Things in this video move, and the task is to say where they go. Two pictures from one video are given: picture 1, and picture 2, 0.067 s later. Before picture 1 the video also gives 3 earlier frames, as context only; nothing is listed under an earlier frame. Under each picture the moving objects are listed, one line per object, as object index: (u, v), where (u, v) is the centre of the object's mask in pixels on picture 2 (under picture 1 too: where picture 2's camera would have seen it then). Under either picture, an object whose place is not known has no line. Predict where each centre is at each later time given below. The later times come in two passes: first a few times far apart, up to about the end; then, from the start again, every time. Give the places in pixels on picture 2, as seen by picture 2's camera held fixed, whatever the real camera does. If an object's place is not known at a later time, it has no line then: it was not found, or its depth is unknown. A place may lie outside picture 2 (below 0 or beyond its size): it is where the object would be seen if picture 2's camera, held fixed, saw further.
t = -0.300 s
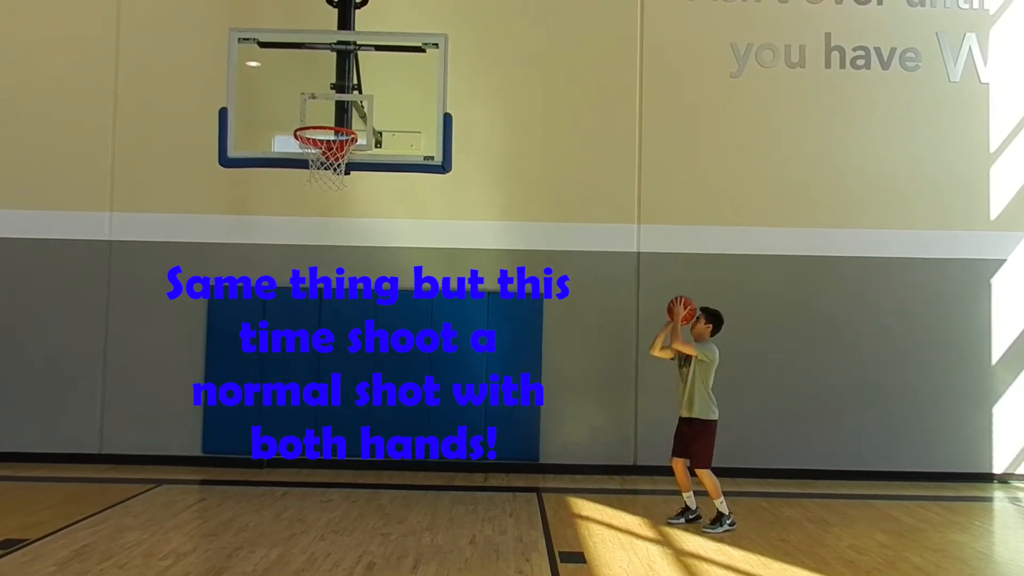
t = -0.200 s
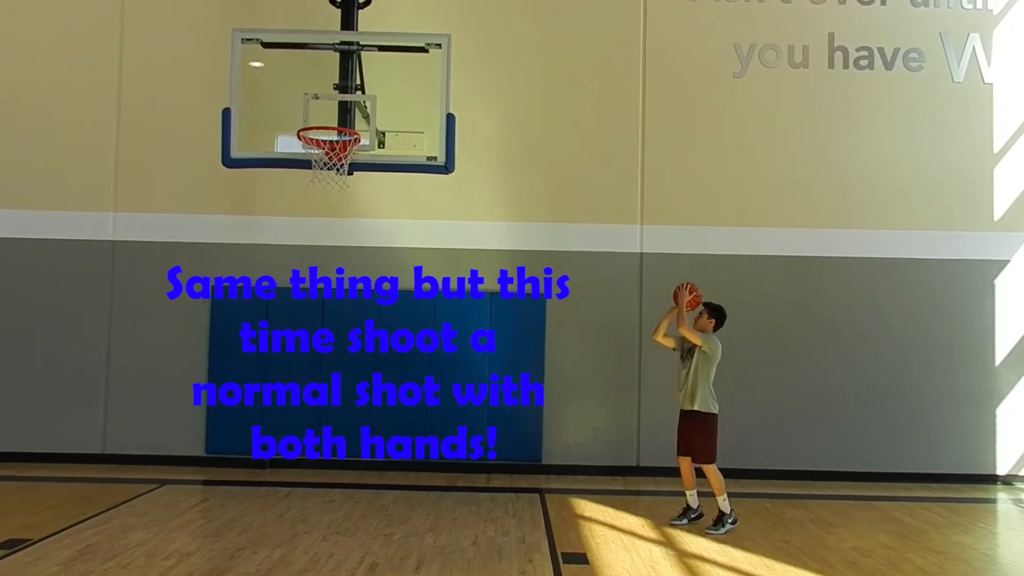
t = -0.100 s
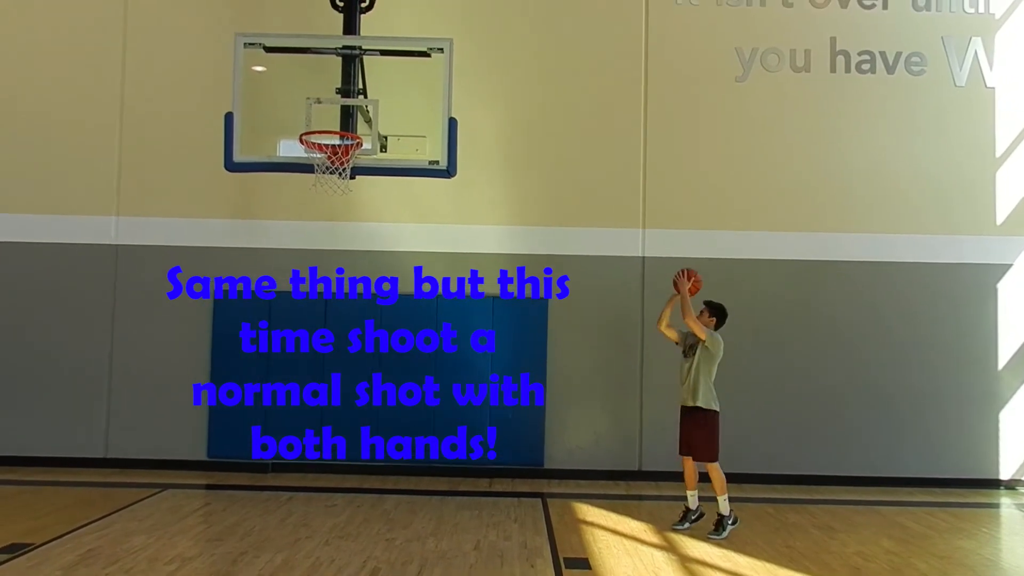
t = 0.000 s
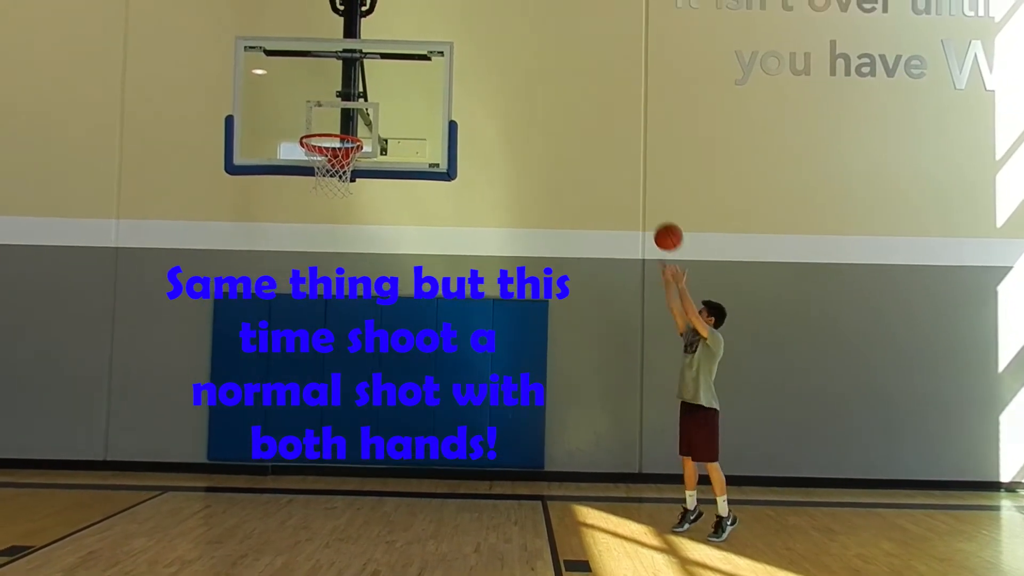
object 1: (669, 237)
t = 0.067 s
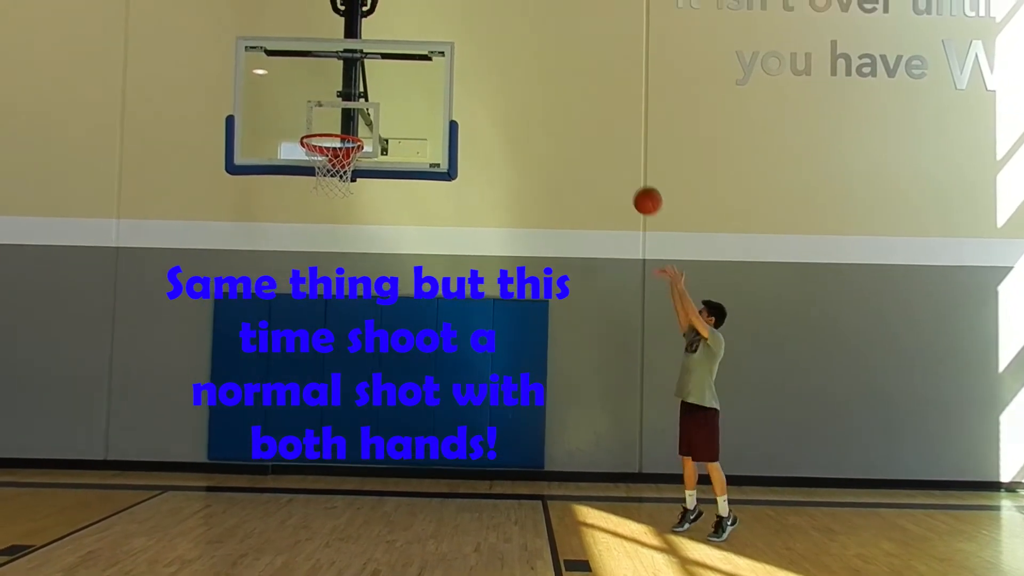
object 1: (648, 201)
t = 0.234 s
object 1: (595, 132)
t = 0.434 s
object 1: (531, 92)
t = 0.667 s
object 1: (472, 103)
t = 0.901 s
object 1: (532, 180)
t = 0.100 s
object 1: (637, 185)
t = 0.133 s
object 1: (626, 170)
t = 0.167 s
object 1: (616, 156)
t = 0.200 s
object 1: (605, 144)
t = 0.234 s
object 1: (595, 132)
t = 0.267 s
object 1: (584, 122)
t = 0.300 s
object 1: (573, 114)
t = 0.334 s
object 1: (563, 106)
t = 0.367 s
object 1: (552, 100)
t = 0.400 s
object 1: (542, 95)
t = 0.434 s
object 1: (531, 92)
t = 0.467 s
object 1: (520, 89)
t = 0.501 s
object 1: (510, 88)
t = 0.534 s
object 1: (499, 89)
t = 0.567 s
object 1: (488, 90)
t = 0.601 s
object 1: (477, 93)
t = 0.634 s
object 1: (467, 97)
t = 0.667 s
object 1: (472, 103)
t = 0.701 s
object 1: (480, 110)
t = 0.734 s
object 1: (489, 119)
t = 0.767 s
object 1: (498, 128)
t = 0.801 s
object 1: (506, 139)
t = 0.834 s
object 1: (514, 152)
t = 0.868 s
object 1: (523, 165)
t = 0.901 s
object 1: (532, 180)
